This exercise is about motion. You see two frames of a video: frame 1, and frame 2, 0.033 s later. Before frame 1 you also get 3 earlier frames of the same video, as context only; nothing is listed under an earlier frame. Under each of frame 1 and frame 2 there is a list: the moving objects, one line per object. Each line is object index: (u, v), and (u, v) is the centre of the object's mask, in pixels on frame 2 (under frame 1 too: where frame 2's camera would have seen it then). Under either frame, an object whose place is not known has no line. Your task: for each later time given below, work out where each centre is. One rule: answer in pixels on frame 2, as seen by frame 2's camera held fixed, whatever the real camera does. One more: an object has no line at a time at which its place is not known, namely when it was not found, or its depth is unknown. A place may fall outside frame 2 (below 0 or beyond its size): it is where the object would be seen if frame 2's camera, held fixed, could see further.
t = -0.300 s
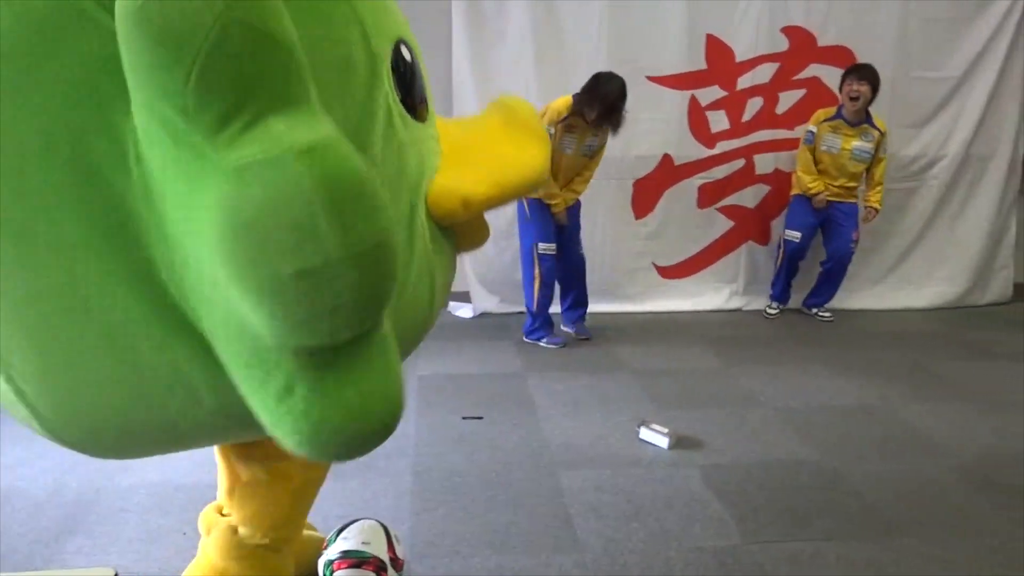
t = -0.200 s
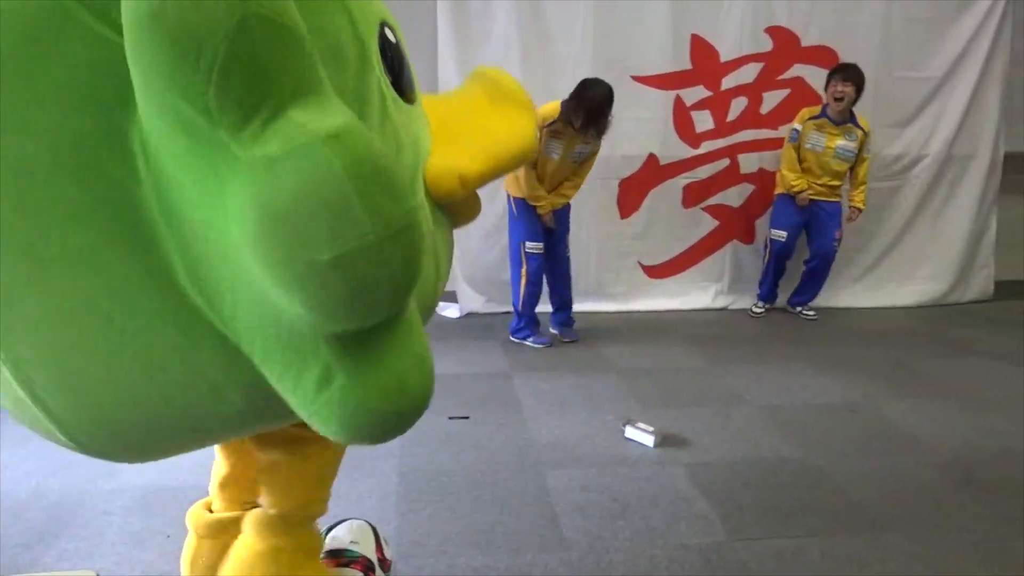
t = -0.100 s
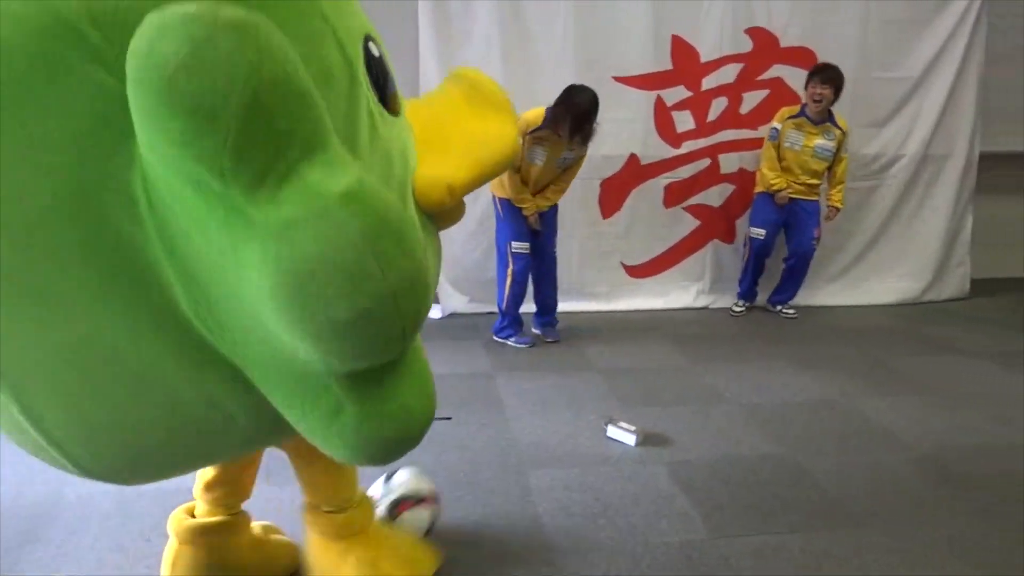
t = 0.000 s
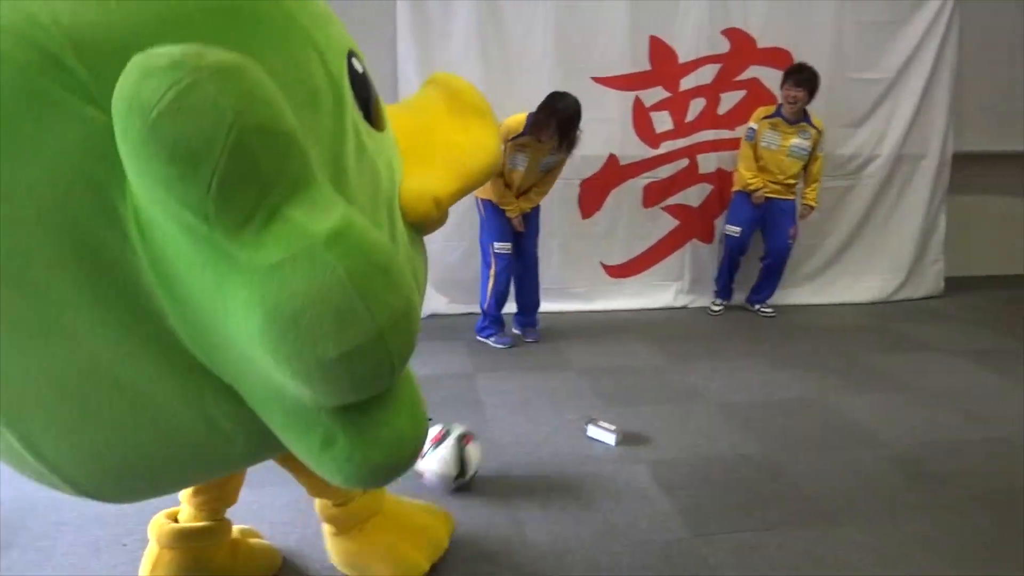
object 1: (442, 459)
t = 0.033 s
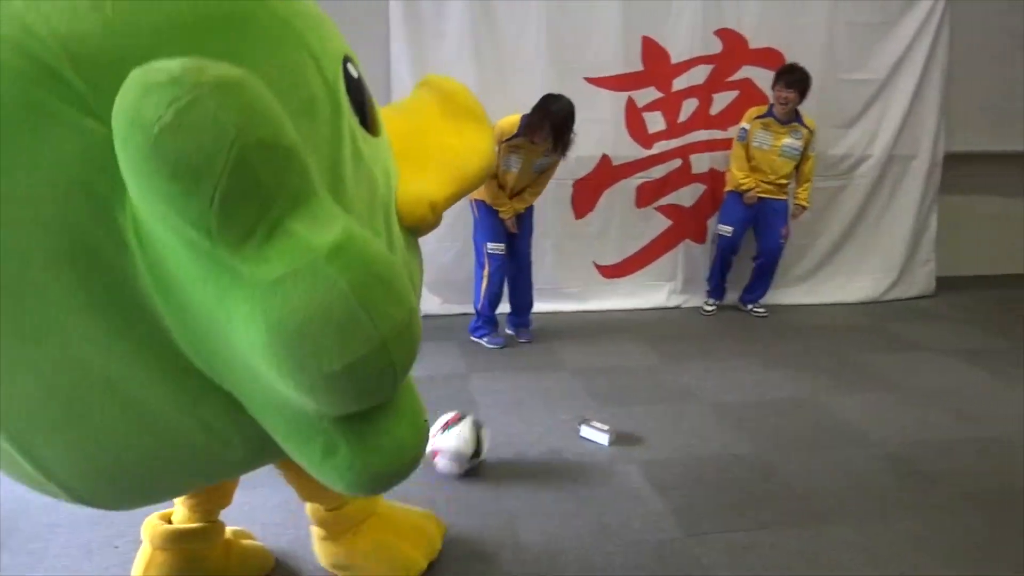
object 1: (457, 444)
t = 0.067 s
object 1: (472, 432)
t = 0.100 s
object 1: (485, 421)
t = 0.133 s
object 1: (497, 413)
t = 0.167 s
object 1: (507, 403)
